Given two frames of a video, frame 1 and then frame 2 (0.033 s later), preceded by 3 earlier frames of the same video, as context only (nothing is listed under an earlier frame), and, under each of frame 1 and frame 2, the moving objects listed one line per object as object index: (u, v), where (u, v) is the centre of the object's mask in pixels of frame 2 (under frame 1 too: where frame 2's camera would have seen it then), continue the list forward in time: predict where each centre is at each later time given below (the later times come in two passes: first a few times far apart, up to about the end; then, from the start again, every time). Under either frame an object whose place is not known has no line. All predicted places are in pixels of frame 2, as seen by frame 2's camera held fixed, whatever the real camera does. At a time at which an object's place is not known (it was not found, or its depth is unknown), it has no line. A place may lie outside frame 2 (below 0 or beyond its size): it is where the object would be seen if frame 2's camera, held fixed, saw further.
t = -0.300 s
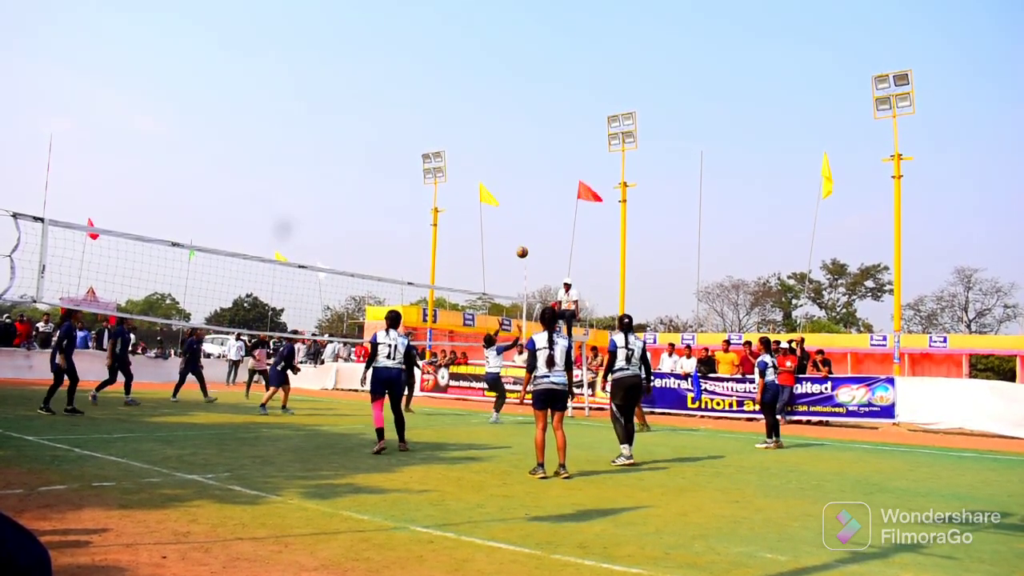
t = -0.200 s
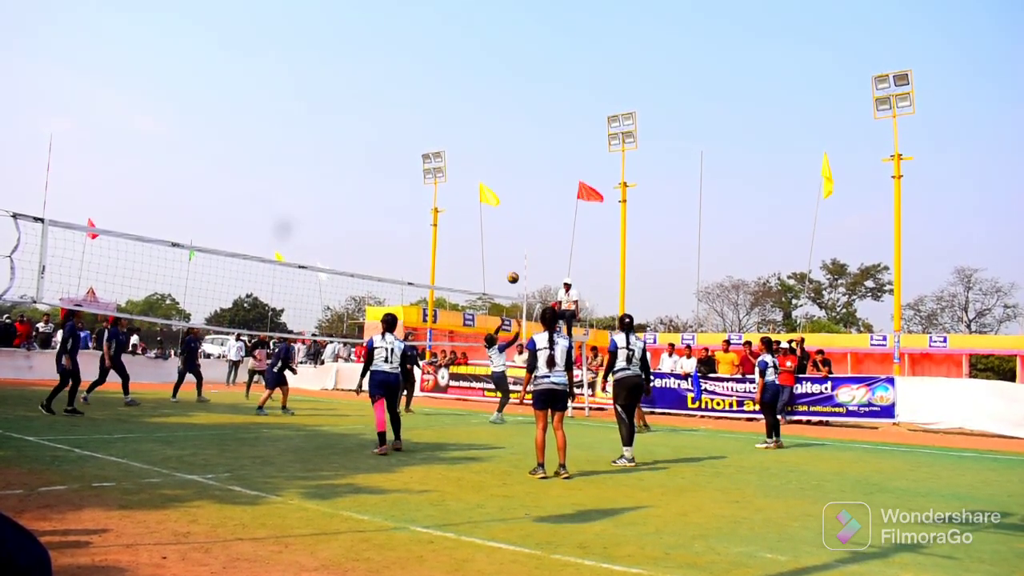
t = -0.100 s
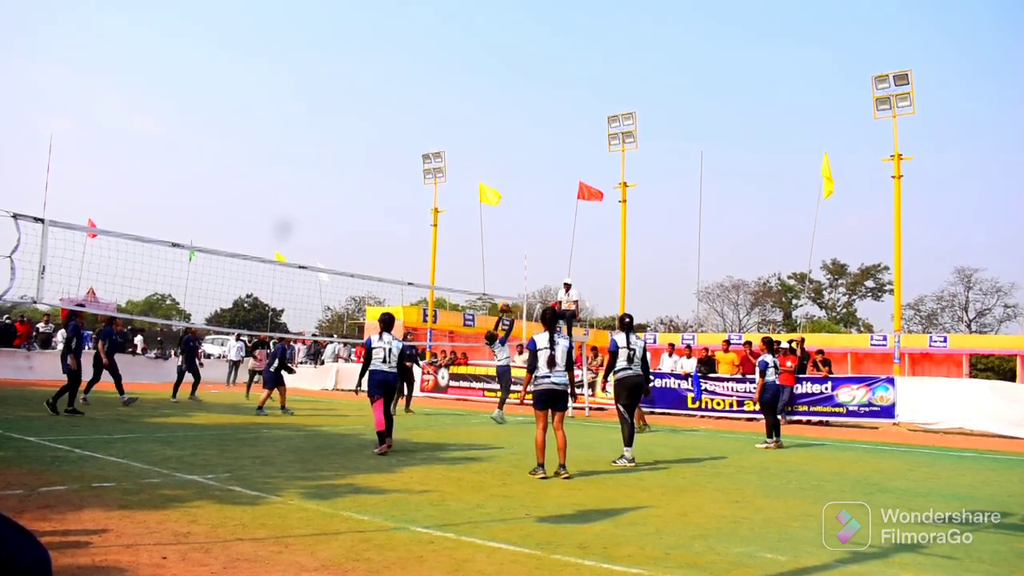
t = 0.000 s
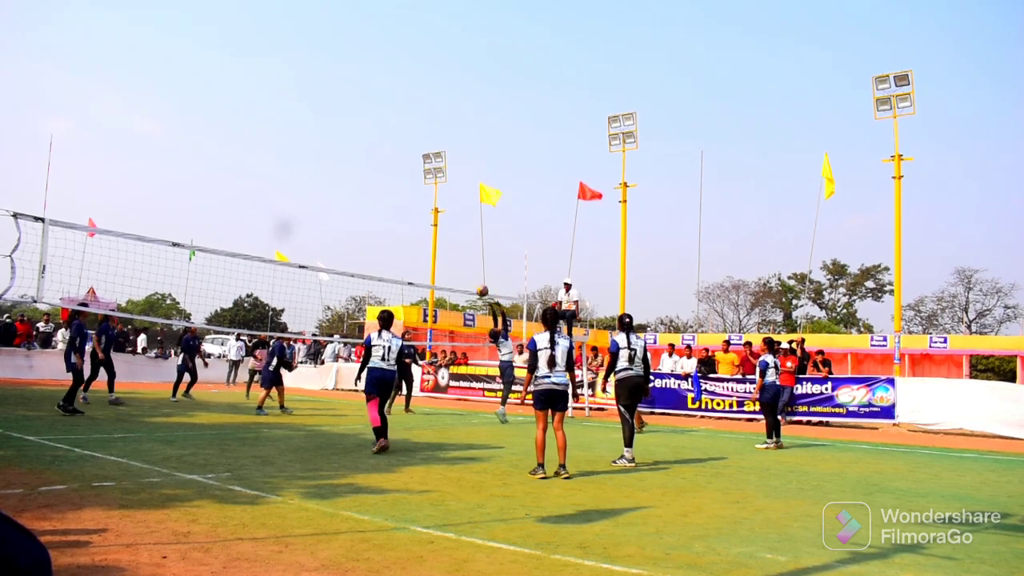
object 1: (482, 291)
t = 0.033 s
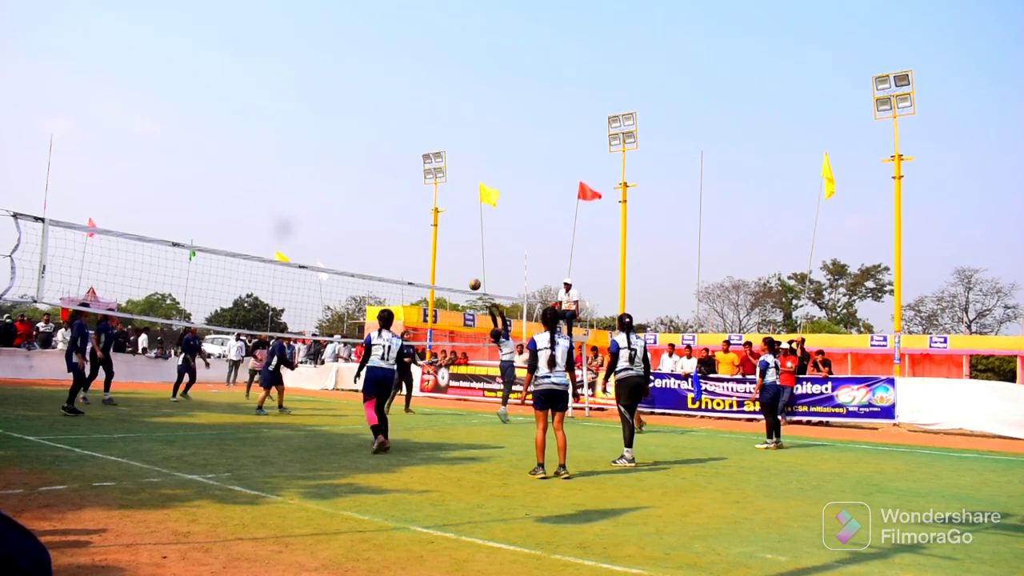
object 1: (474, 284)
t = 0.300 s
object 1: (412, 257)
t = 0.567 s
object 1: (347, 268)
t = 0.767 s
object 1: (295, 311)
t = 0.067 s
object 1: (467, 279)
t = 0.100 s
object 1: (459, 274)
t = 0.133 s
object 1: (451, 269)
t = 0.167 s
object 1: (444, 265)
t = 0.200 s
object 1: (435, 262)
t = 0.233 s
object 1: (428, 260)
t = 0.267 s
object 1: (420, 258)
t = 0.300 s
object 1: (412, 257)
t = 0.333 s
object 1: (404, 256)
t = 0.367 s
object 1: (396, 256)
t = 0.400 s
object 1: (388, 257)
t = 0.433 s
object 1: (379, 258)
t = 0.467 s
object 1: (371, 260)
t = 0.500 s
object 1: (363, 263)
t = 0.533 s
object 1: (354, 266)
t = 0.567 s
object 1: (347, 268)
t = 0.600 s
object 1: (338, 278)
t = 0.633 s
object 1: (329, 281)
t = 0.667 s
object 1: (321, 288)
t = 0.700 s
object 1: (312, 294)
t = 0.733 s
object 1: (304, 303)
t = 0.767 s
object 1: (295, 311)
